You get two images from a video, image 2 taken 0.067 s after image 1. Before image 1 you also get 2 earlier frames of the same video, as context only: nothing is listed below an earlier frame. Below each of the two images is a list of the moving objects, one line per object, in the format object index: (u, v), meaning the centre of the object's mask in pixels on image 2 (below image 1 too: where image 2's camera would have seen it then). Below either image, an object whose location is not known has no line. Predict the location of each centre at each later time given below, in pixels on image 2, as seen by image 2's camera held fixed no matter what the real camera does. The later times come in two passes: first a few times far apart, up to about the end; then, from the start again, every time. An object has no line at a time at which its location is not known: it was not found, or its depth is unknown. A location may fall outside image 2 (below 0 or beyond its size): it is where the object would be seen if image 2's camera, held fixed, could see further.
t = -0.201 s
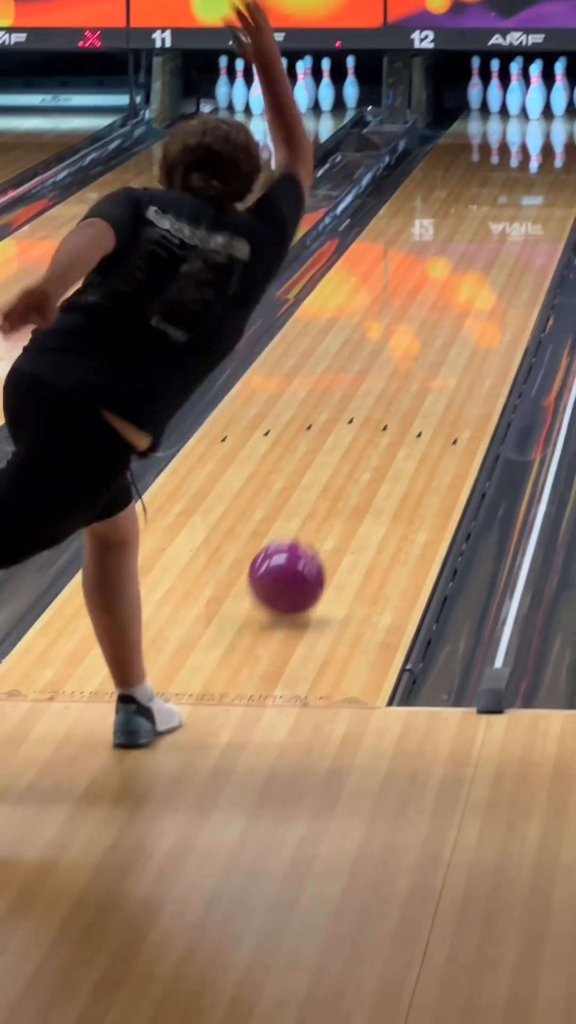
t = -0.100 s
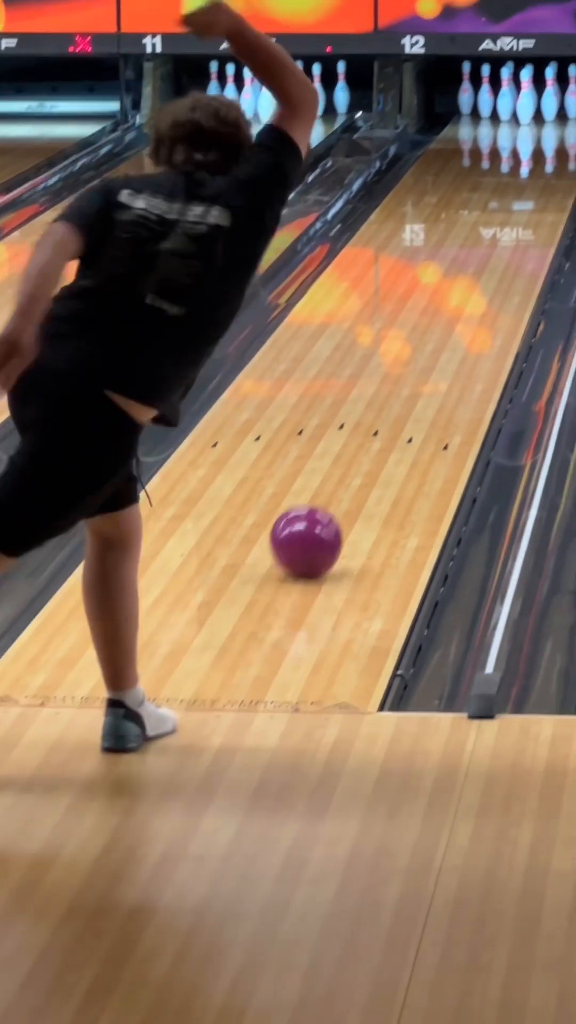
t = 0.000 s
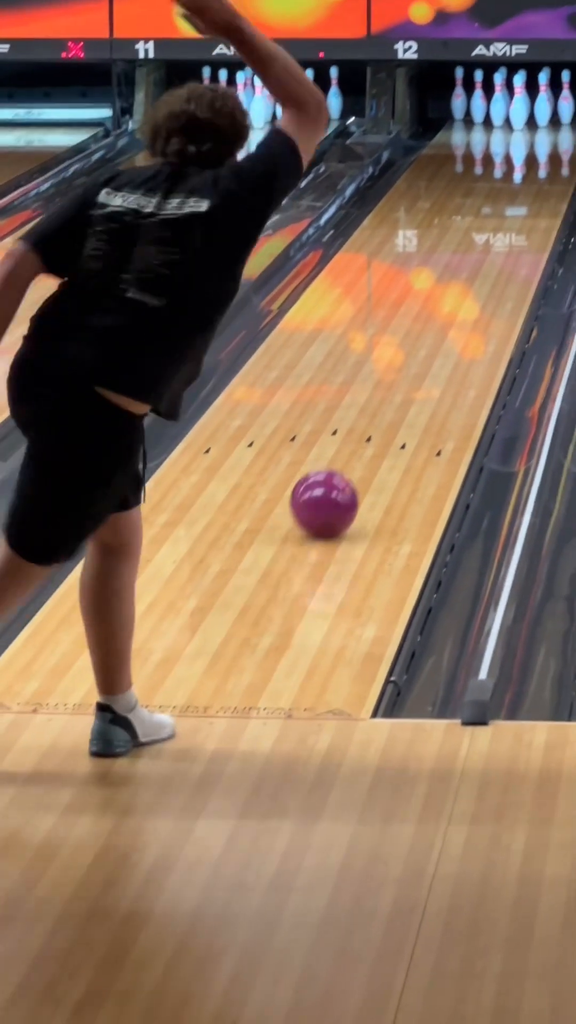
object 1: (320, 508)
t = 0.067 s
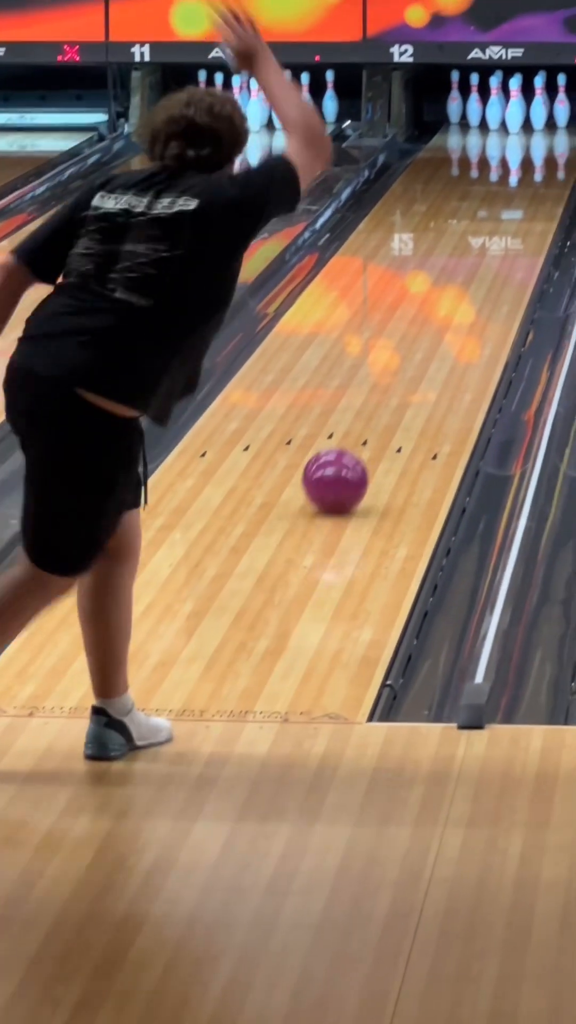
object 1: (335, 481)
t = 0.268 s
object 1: (374, 412)
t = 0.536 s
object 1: (413, 338)
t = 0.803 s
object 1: (443, 278)
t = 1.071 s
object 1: (466, 231)
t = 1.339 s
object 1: (485, 192)
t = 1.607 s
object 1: (498, 159)
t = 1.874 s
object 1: (503, 130)
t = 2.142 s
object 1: (494, 110)
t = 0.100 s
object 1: (342, 468)
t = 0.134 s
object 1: (349, 456)
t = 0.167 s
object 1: (356, 444)
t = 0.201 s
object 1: (362, 433)
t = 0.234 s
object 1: (368, 422)
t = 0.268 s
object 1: (374, 412)
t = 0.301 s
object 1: (379, 401)
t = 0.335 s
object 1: (384, 391)
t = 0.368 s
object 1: (390, 382)
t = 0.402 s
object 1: (394, 373)
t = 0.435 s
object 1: (400, 363)
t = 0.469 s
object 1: (404, 354)
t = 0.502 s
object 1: (409, 346)
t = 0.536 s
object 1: (413, 338)
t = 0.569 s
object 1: (417, 329)
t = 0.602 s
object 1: (421, 321)
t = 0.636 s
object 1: (425, 314)
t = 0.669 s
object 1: (429, 306)
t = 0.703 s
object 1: (433, 299)
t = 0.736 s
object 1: (436, 292)
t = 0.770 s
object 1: (440, 285)
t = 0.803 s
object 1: (443, 278)
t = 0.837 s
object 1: (446, 271)
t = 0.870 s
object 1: (449, 265)
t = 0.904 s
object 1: (452, 259)
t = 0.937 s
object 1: (455, 253)
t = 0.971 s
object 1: (458, 247)
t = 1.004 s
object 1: (461, 242)
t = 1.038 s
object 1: (464, 236)
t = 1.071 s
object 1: (466, 231)
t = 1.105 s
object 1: (469, 225)
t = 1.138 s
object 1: (471, 220)
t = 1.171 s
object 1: (474, 215)
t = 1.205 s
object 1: (476, 211)
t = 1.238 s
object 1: (479, 205)
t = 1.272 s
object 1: (481, 200)
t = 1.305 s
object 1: (483, 196)
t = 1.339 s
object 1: (485, 192)
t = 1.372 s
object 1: (488, 187)
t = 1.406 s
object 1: (489, 183)
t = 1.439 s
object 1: (490, 179)
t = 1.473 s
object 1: (492, 174)
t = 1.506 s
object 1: (493, 170)
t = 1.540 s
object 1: (495, 167)
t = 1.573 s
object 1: (496, 163)
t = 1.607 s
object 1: (498, 159)
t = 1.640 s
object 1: (499, 155)
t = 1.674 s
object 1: (500, 151)
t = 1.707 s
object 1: (501, 148)
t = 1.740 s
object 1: (501, 144)
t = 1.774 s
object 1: (502, 141)
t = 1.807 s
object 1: (502, 138)
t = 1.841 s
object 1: (503, 135)
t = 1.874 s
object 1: (503, 130)
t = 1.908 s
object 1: (503, 127)
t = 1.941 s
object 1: (503, 124)
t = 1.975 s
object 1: (503, 121)
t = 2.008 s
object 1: (502, 119)
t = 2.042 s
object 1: (502, 116)
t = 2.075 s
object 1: (501, 113)
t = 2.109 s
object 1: (498, 112)
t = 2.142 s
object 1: (494, 110)
